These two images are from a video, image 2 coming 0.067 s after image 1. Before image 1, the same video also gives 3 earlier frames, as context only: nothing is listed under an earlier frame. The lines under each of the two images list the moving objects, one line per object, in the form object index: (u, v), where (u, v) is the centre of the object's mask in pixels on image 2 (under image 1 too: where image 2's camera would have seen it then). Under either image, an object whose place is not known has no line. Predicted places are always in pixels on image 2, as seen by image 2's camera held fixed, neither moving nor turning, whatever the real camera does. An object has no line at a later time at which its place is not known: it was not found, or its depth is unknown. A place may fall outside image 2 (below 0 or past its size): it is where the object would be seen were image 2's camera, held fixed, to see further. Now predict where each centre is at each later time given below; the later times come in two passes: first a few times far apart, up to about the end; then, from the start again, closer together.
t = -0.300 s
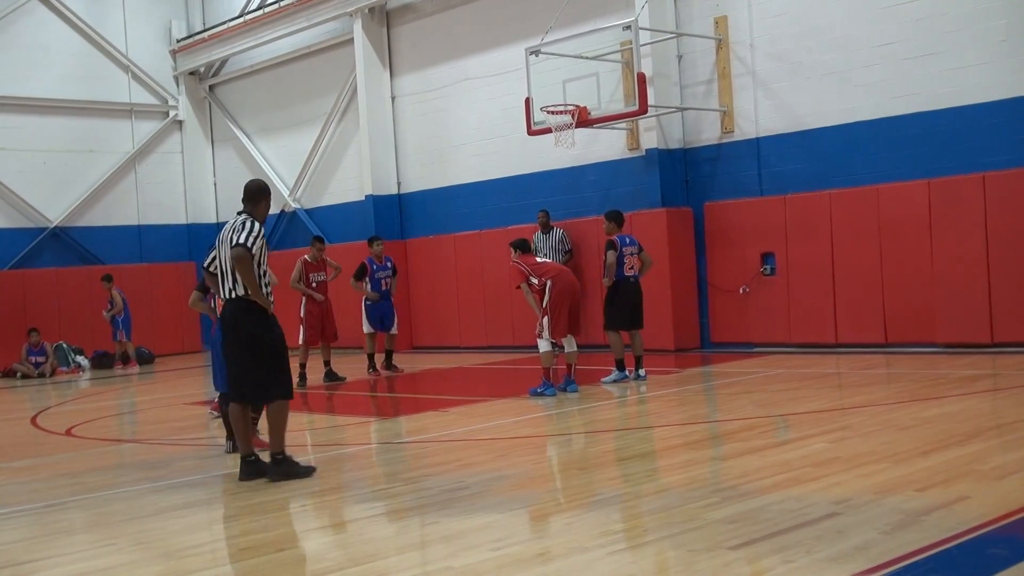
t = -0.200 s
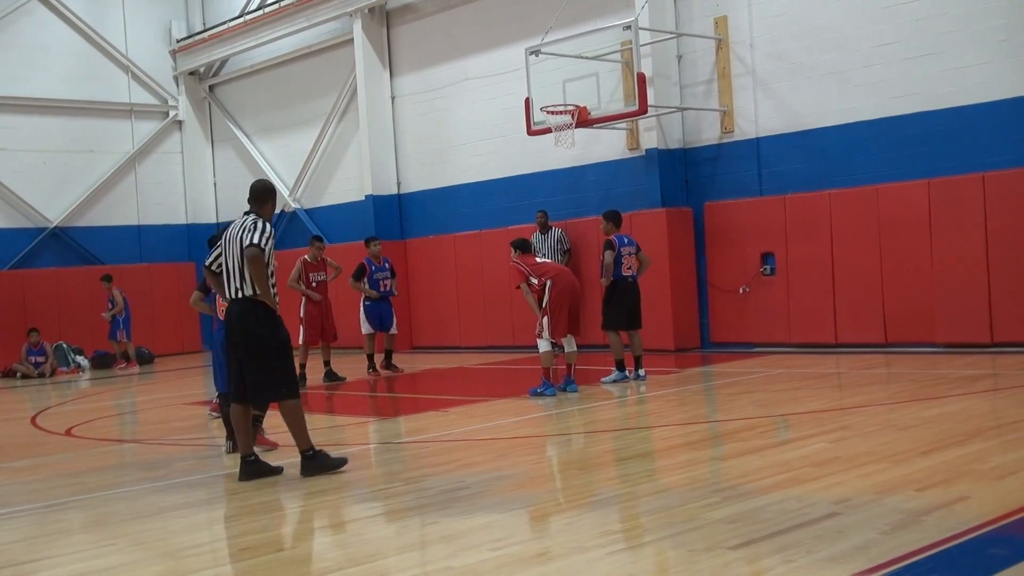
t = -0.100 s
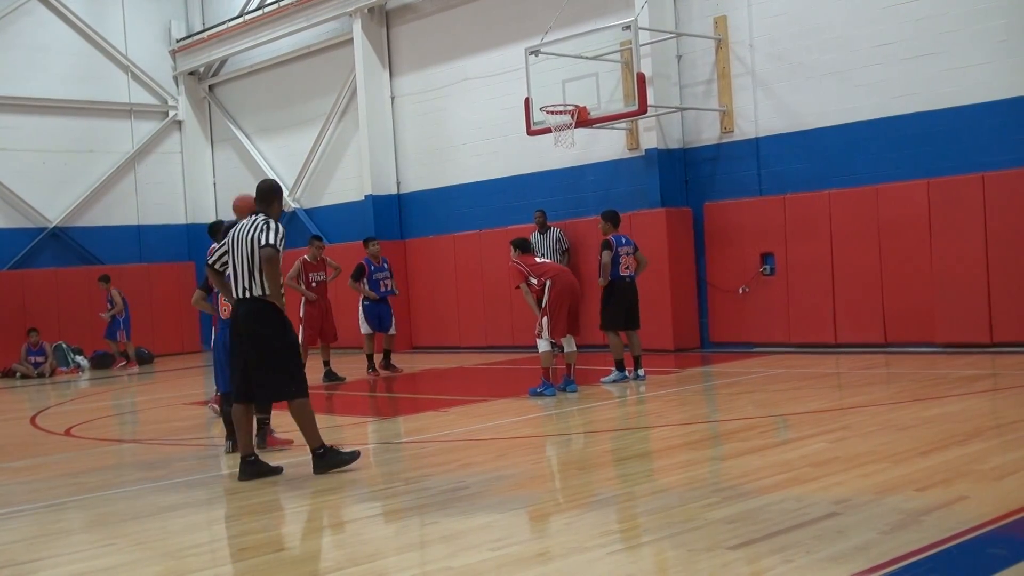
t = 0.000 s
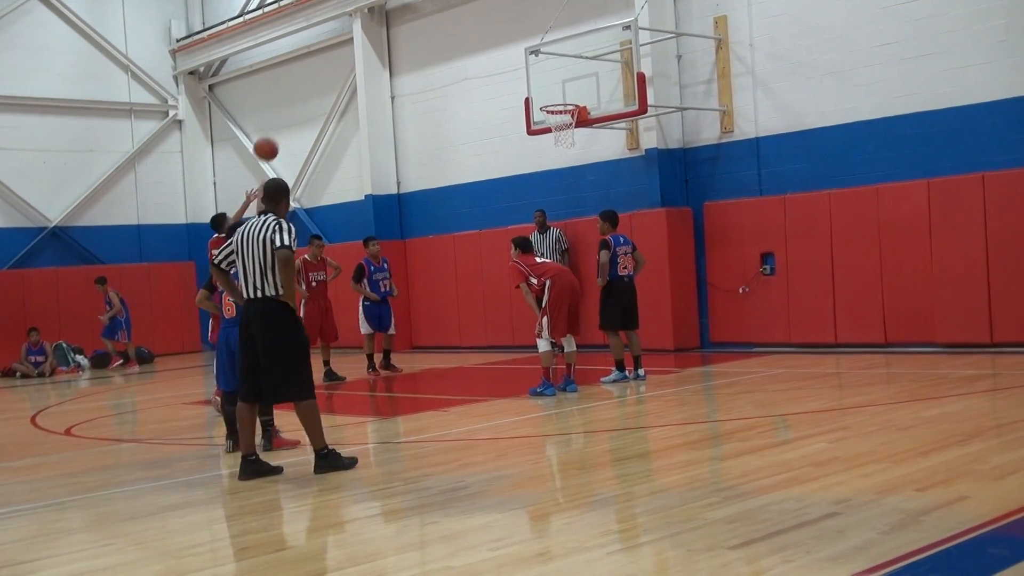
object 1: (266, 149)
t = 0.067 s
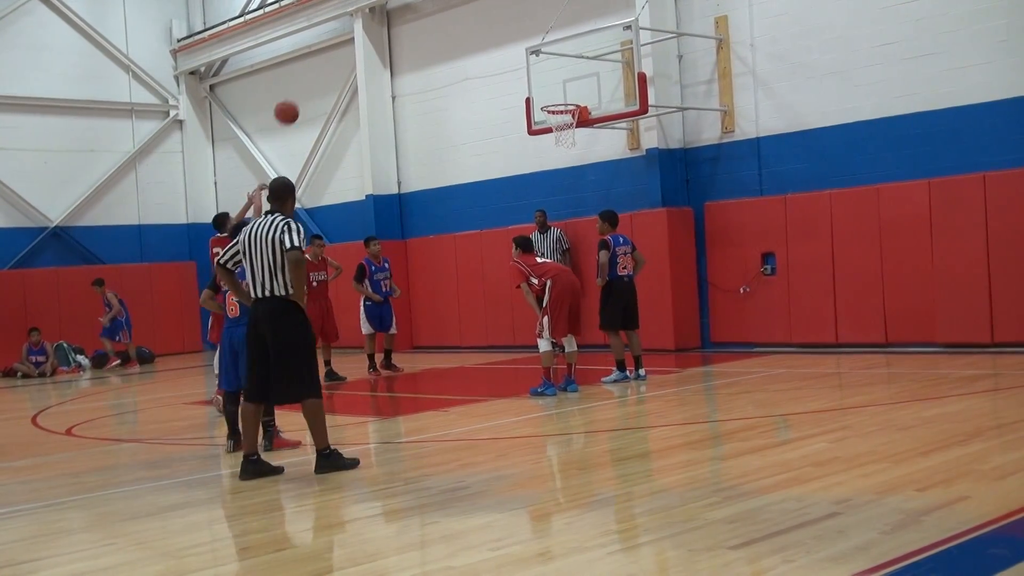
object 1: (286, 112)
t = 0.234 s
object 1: (334, 44)
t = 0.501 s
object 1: (408, 2)
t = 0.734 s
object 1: (469, 9)
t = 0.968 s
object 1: (527, 65)
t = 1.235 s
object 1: (579, 148)
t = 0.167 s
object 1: (316, 67)
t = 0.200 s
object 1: (325, 55)
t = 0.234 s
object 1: (334, 44)
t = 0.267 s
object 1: (344, 34)
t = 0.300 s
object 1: (353, 25)
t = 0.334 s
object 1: (363, 18)
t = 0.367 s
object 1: (372, 11)
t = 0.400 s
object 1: (381, 8)
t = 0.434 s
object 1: (390, 5)
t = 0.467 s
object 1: (399, 3)
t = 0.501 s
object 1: (408, 2)
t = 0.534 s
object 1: (417, 2)
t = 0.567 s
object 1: (425, 2)
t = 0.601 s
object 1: (434, 2)
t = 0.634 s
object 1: (443, 3)
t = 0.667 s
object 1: (451, 4)
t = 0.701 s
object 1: (460, 6)
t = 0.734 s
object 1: (469, 9)
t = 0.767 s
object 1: (477, 14)
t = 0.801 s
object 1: (486, 21)
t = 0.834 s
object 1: (494, 28)
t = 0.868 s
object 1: (502, 36)
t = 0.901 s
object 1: (510, 45)
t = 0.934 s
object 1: (518, 54)
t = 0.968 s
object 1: (527, 65)
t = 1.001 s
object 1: (535, 77)
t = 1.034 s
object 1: (543, 89)
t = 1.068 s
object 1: (551, 101)
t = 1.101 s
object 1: (559, 115)
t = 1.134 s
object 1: (566, 128)
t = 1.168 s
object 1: (571, 135)
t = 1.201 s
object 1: (575, 141)
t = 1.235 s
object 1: (579, 148)
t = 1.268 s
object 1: (583, 156)
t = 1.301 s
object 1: (587, 164)
